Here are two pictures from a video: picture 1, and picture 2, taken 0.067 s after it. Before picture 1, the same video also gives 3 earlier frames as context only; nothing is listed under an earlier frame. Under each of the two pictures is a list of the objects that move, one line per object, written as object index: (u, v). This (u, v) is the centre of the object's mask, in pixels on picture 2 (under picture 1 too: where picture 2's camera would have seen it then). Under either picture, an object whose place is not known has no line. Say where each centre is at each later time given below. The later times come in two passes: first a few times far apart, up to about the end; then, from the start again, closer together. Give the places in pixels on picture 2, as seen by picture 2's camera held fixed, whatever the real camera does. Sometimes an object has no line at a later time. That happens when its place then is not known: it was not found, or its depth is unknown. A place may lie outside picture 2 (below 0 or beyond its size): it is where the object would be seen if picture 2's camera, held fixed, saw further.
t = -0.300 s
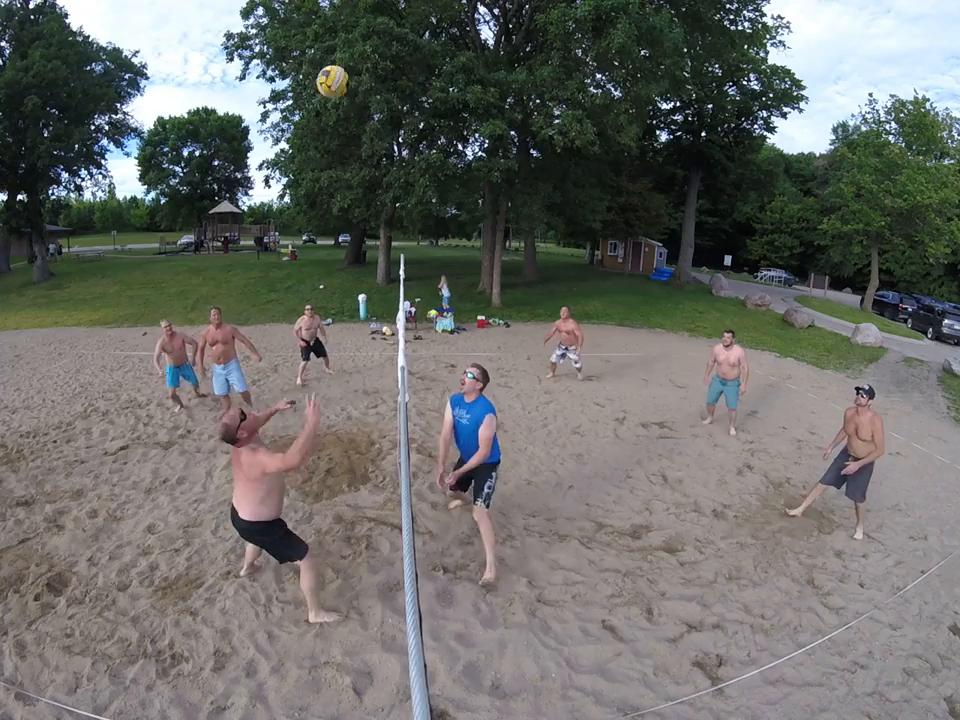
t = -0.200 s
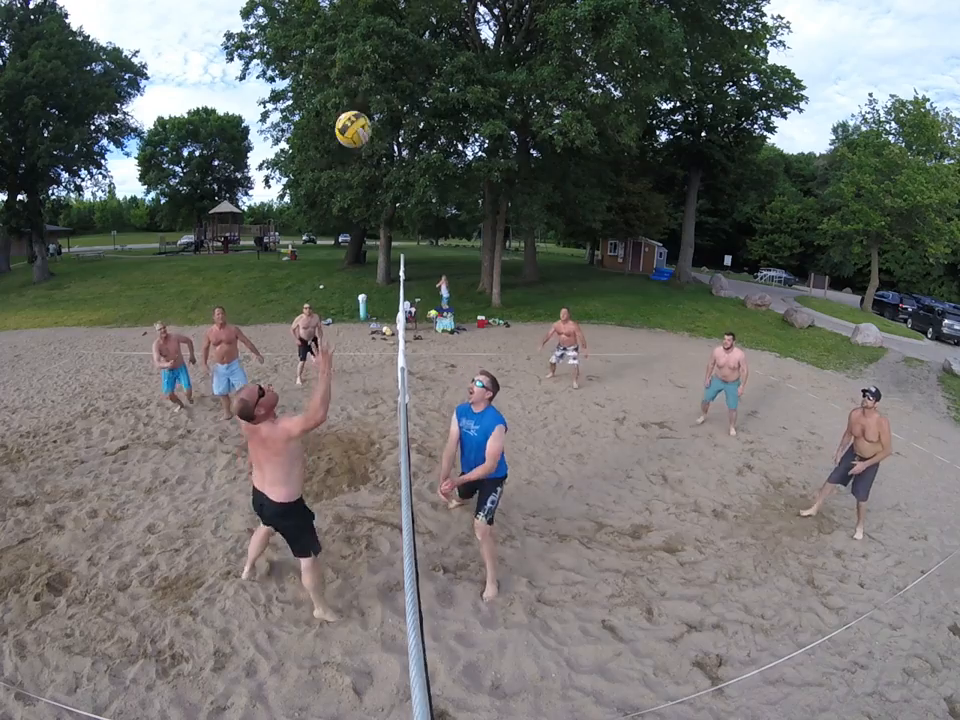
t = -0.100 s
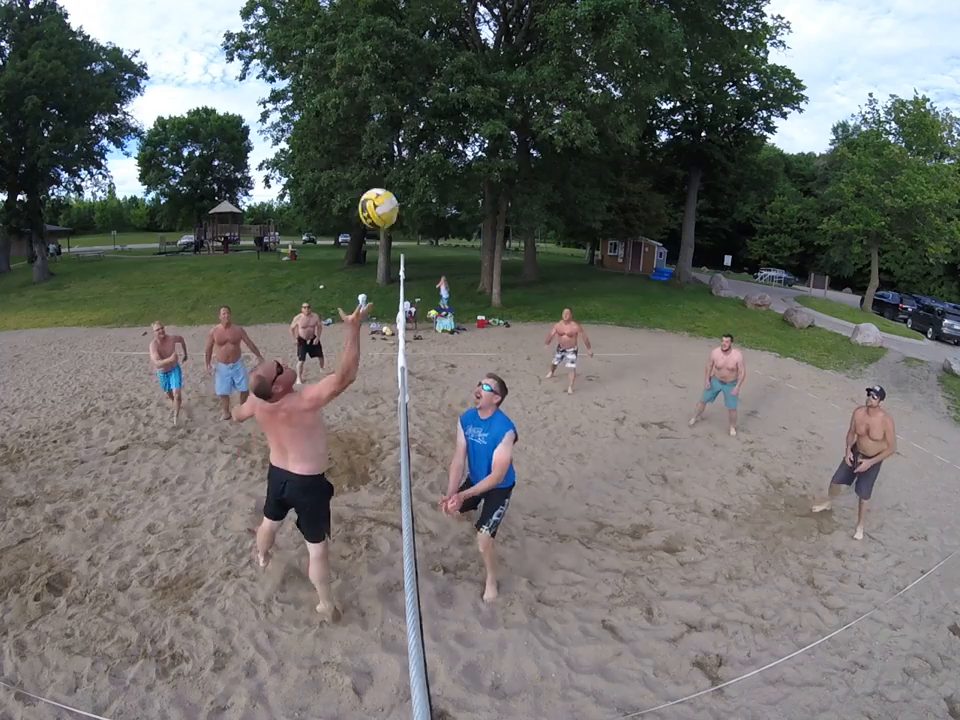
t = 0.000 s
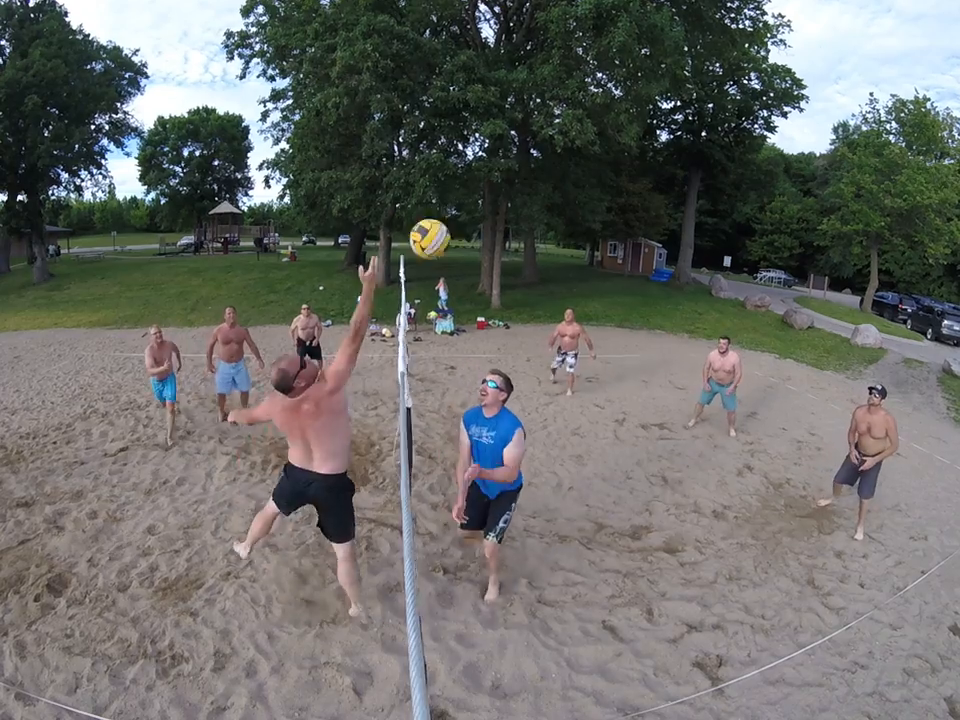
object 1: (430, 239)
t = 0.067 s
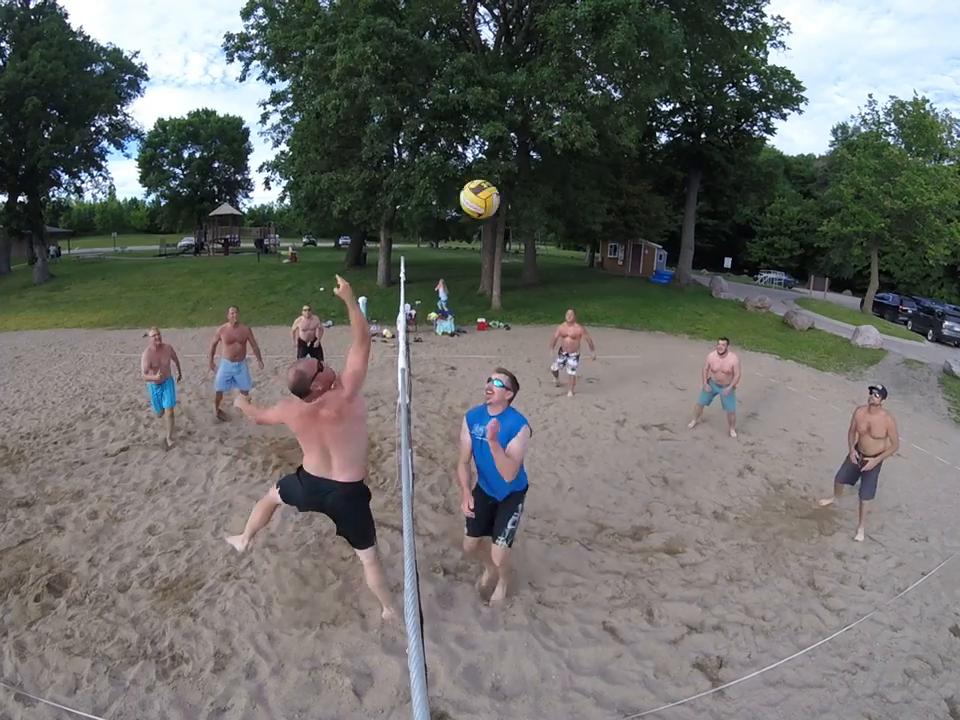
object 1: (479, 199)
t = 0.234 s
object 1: (587, 142)
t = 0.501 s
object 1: (708, 161)
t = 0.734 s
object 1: (774, 243)
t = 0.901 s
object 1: (801, 322)
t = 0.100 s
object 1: (503, 181)
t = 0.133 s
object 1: (526, 168)
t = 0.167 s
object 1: (548, 158)
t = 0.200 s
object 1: (568, 149)
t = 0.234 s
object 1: (587, 142)
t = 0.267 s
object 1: (605, 139)
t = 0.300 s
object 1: (622, 137)
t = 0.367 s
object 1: (654, 139)
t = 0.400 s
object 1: (669, 143)
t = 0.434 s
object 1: (682, 147)
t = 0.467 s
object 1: (696, 155)
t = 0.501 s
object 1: (708, 161)
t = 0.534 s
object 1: (720, 171)
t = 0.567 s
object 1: (730, 180)
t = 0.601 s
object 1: (740, 191)
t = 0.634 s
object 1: (750, 203)
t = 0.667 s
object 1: (758, 215)
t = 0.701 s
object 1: (766, 229)
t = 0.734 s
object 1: (774, 243)
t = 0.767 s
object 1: (780, 257)
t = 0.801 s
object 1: (787, 273)
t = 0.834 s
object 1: (792, 289)
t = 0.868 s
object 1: (797, 304)
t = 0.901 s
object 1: (801, 322)
